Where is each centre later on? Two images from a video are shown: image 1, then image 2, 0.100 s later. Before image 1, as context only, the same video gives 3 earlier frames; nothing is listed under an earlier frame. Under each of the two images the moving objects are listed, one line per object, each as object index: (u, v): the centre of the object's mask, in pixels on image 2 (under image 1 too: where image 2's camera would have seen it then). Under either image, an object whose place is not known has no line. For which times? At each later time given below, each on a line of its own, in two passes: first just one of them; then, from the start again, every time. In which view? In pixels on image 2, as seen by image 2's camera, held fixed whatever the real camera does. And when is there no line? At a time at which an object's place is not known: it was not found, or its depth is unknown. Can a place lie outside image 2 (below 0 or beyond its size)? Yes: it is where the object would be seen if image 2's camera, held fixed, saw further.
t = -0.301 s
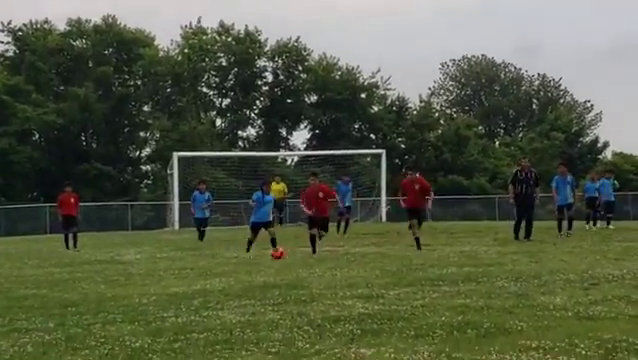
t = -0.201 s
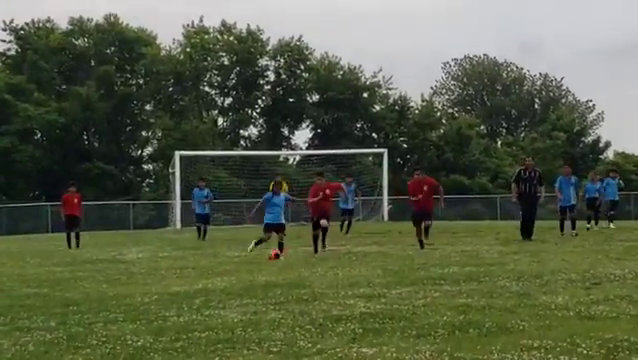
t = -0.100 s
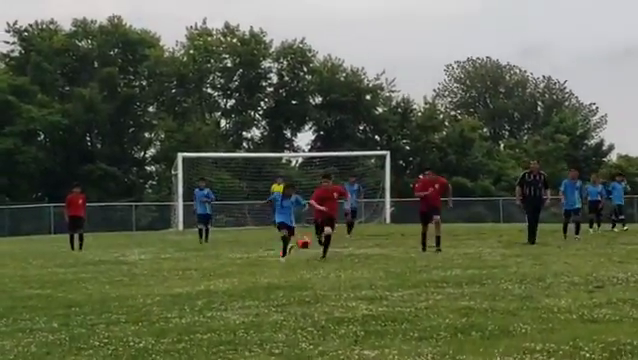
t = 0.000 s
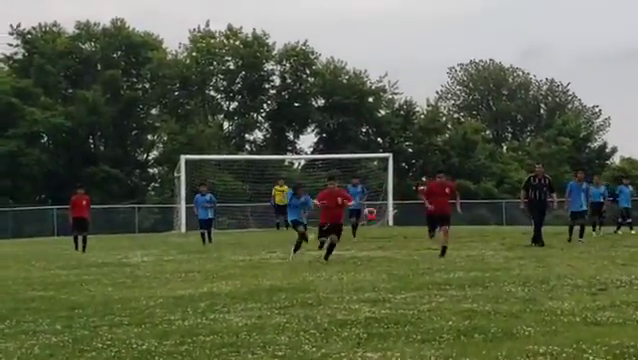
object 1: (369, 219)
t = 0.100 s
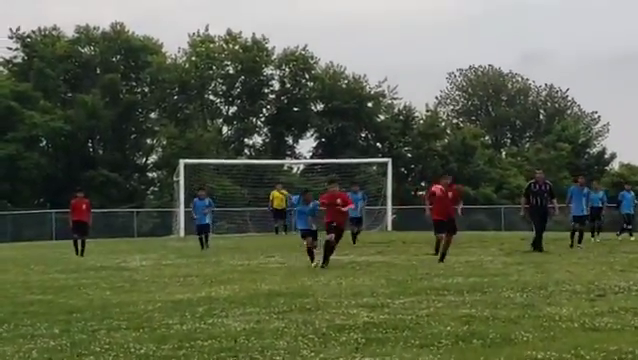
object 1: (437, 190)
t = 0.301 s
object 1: (594, 145)
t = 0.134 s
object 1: (462, 184)
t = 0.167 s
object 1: (487, 175)
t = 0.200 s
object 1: (513, 167)
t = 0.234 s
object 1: (540, 160)
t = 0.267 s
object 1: (566, 151)
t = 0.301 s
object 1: (594, 145)
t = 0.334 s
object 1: (624, 140)
